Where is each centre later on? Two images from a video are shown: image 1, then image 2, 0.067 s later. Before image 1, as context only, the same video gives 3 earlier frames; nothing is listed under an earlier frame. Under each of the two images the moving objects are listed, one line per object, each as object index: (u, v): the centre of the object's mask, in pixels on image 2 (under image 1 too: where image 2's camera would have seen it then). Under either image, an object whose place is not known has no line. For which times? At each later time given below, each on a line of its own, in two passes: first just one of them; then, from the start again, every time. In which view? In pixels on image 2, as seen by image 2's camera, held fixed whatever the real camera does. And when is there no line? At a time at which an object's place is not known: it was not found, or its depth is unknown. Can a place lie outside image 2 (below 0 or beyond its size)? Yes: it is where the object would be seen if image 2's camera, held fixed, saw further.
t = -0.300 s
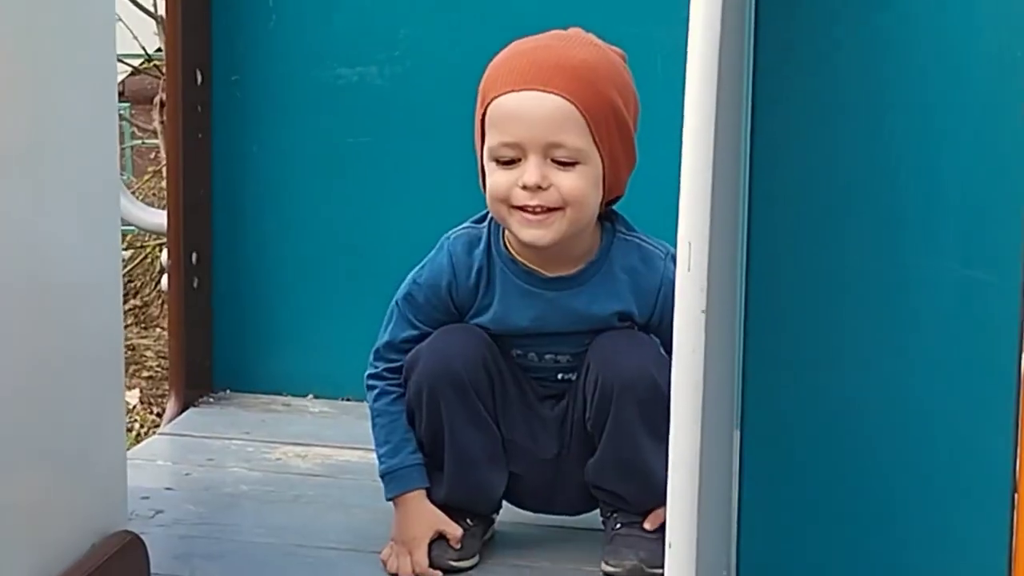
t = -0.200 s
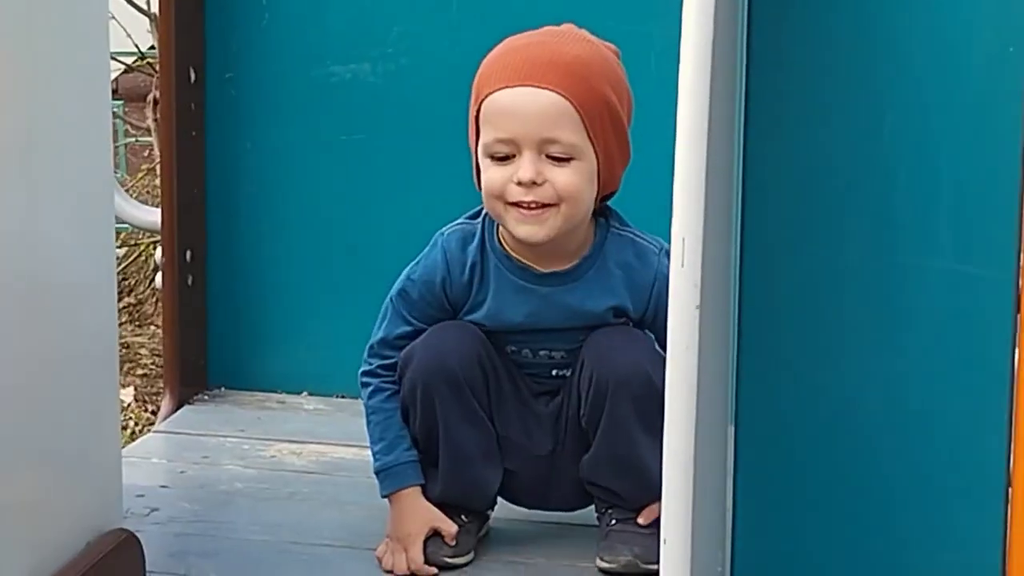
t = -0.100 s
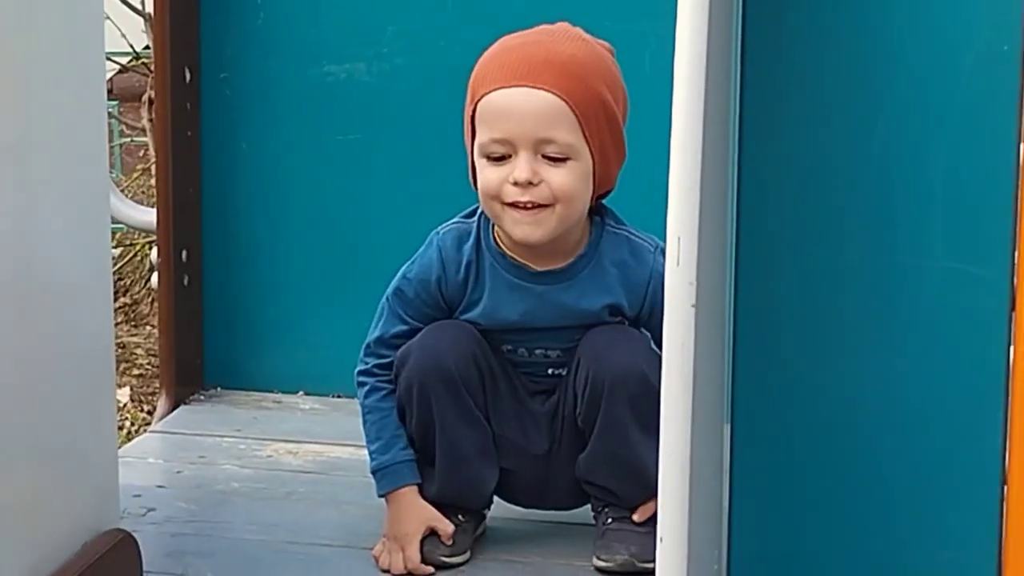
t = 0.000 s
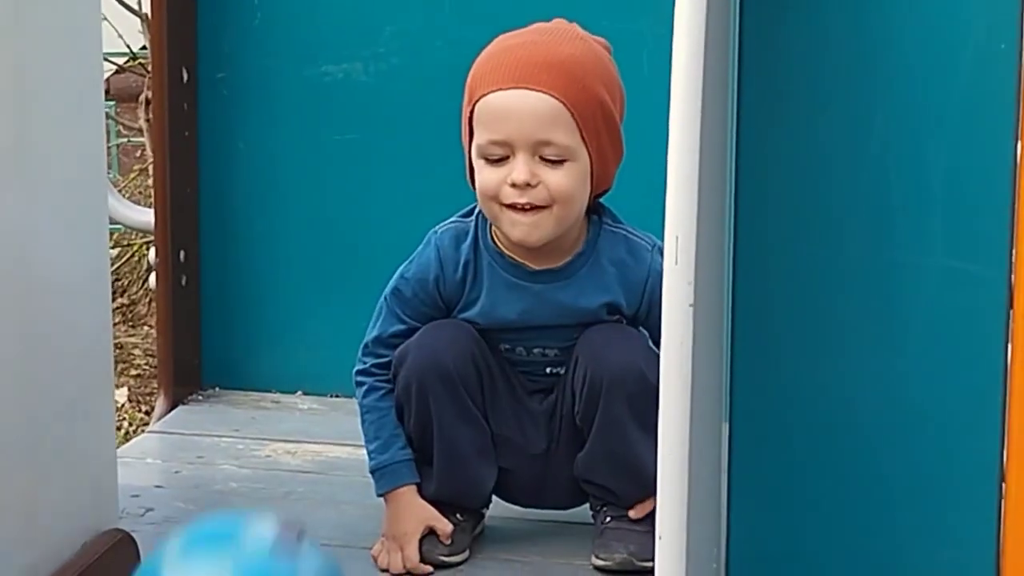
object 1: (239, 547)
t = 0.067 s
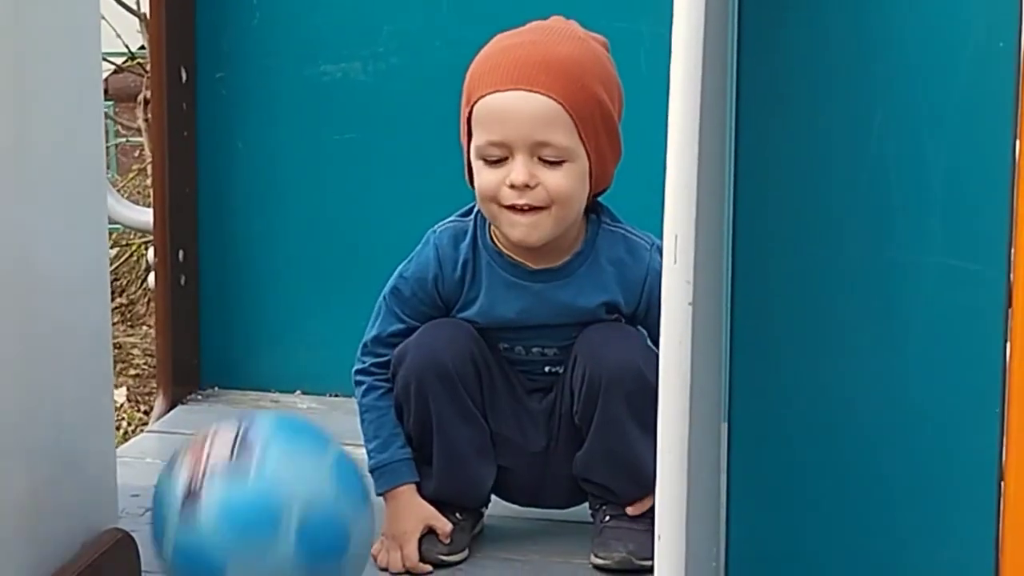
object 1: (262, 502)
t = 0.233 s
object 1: (319, 459)
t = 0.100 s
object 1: (274, 480)
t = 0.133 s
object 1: (286, 456)
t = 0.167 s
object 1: (298, 442)
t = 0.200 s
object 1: (309, 443)
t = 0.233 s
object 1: (319, 459)
